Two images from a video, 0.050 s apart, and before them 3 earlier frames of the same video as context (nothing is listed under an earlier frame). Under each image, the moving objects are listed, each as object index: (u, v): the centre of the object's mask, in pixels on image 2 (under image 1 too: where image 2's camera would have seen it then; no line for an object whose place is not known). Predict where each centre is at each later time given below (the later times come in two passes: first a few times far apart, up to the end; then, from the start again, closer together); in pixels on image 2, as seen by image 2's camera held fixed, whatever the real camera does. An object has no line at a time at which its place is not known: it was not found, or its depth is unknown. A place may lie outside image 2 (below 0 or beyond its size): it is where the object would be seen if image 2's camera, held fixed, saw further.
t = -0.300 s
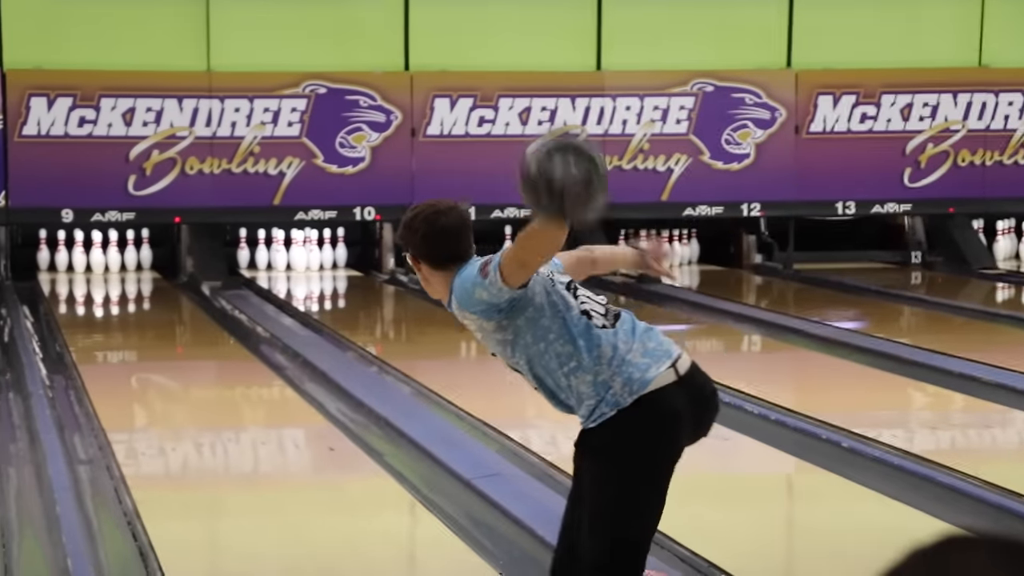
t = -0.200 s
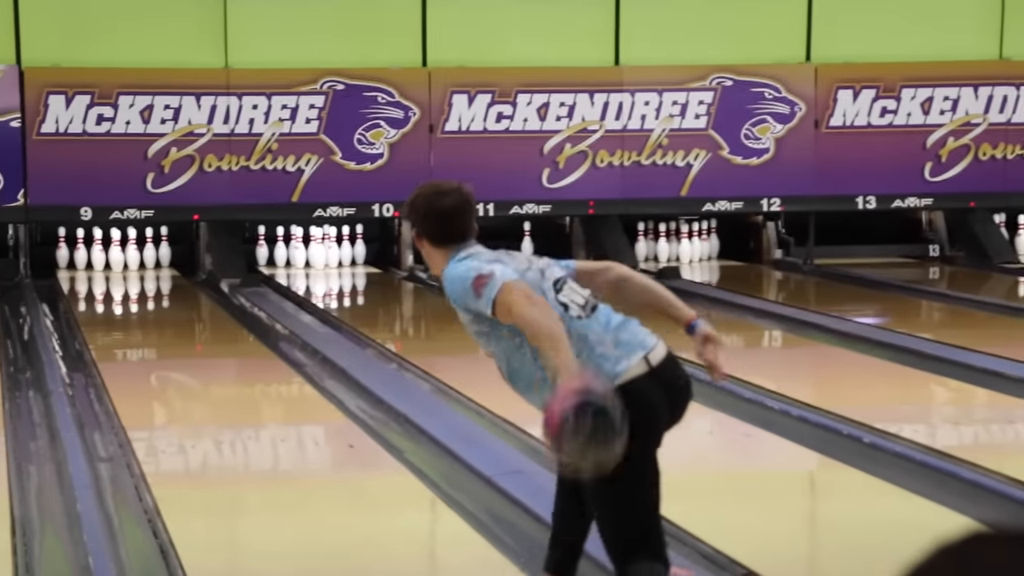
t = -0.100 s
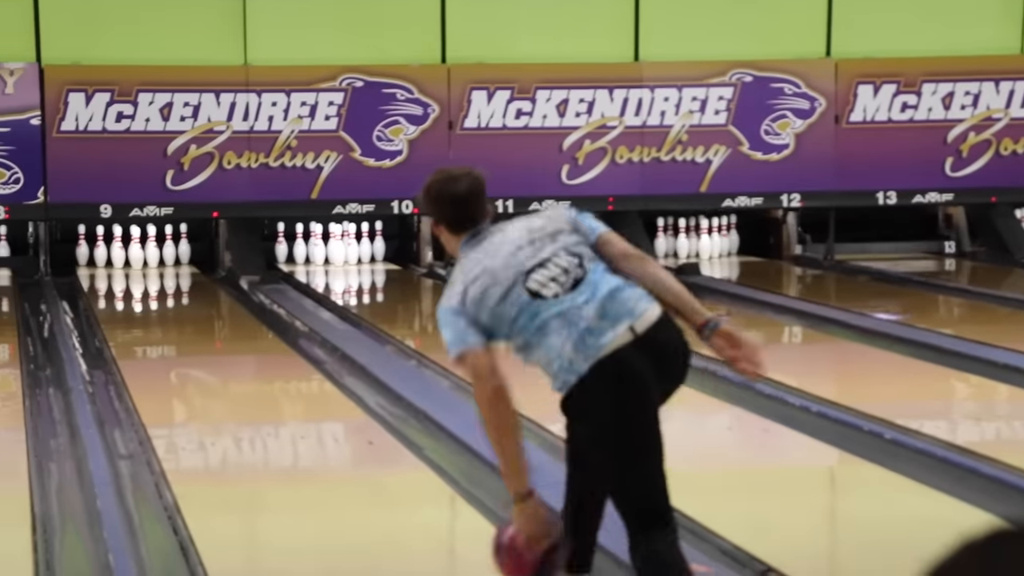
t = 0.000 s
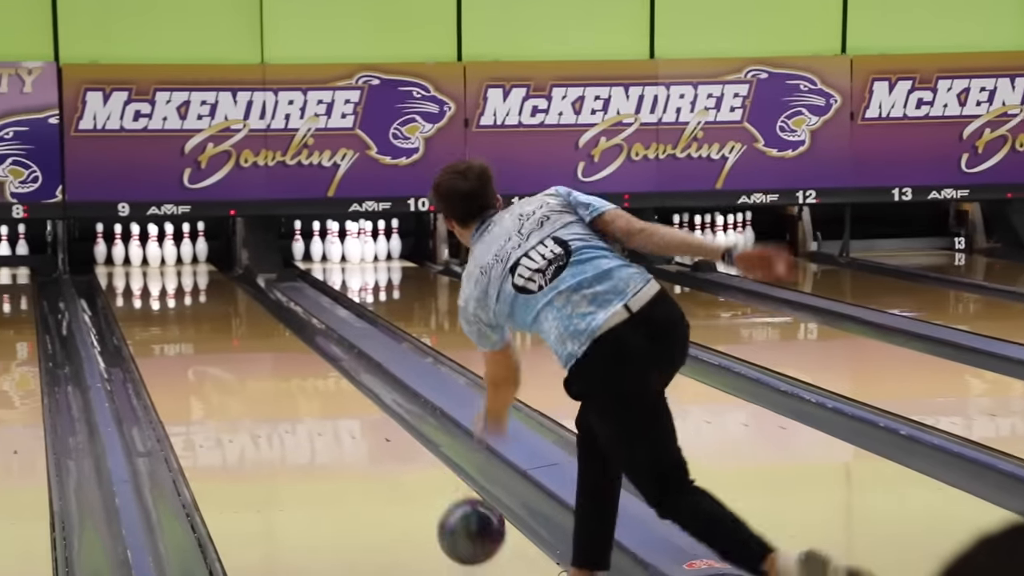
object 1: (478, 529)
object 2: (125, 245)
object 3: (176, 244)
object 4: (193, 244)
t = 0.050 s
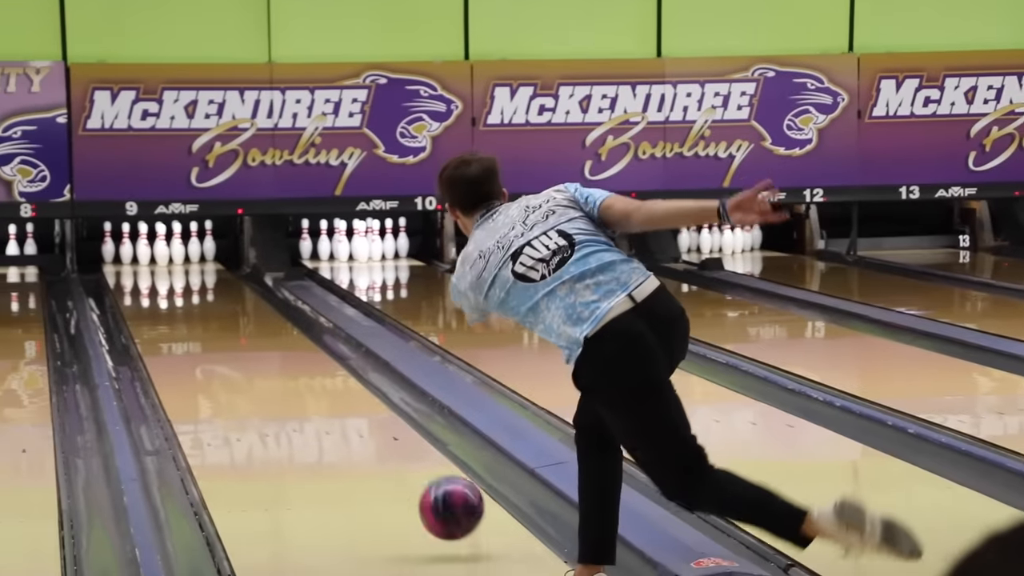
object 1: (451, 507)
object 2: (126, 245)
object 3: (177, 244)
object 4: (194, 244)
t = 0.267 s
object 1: (357, 457)
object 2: (130, 245)
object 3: (181, 244)
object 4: (198, 244)
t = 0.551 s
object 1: (276, 395)
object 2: (133, 244)
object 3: (184, 244)
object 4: (201, 243)
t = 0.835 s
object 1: (221, 352)
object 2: (133, 244)
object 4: (201, 243)
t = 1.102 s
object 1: (184, 322)
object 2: (133, 244)
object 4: (202, 243)
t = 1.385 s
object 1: (158, 296)
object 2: (133, 244)
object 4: (202, 243)
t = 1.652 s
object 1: (149, 279)
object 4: (202, 243)
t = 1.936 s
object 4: (202, 243)
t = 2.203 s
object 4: (202, 243)
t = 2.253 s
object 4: (202, 243)
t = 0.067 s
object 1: (442, 502)
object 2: (126, 244)
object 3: (177, 244)
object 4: (194, 243)
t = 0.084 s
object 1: (434, 497)
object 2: (127, 245)
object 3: (178, 244)
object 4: (194, 243)
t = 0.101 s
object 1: (426, 494)
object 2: (127, 245)
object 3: (178, 244)
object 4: (195, 244)
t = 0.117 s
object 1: (418, 492)
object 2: (128, 244)
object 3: (179, 244)
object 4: (195, 243)
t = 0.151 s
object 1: (403, 489)
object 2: (128, 245)
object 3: (179, 244)
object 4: (196, 244)
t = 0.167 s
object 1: (396, 486)
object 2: (129, 245)
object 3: (179, 244)
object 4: (196, 244)
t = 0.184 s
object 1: (389, 480)
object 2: (129, 244)
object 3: (180, 244)
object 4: (197, 243)
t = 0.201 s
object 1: (382, 475)
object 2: (129, 245)
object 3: (180, 244)
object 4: (197, 244)
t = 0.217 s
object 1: (376, 470)
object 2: (129, 244)
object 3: (181, 244)
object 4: (197, 243)
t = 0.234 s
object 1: (369, 466)
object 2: (130, 244)
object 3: (181, 243)
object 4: (198, 243)
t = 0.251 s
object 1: (363, 462)
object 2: (130, 245)
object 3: (181, 244)
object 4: (198, 243)
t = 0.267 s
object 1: (357, 457)
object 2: (130, 245)
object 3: (181, 244)
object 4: (198, 244)
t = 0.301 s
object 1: (346, 448)
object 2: (131, 244)
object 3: (182, 244)
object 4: (199, 243)
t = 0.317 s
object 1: (340, 444)
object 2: (131, 244)
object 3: (182, 244)
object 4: (199, 244)
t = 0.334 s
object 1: (335, 440)
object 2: (131, 244)
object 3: (182, 244)
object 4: (199, 243)
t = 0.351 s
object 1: (329, 436)
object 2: (131, 244)
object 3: (183, 244)
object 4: (200, 243)
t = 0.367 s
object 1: (324, 432)
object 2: (131, 244)
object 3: (183, 244)
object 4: (200, 243)
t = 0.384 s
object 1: (319, 428)
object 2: (132, 244)
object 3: (183, 244)
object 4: (200, 243)
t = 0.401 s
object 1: (314, 425)
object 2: (132, 244)
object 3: (183, 244)
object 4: (200, 243)
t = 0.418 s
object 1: (310, 421)
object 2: (132, 244)
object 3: (183, 244)
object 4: (200, 243)
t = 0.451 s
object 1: (300, 414)
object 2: (132, 244)
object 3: (183, 243)
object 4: (200, 243)
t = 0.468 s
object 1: (296, 411)
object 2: (132, 244)
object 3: (184, 244)
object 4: (201, 243)
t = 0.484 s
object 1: (292, 408)
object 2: (132, 244)
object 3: (184, 243)
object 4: (201, 243)
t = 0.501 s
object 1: (287, 405)
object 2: (132, 244)
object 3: (184, 244)
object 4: (201, 243)
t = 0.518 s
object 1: (284, 401)
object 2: (133, 244)
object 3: (184, 244)
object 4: (201, 243)
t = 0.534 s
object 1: (280, 399)
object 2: (132, 244)
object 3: (184, 244)
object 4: (201, 243)
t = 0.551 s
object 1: (276, 395)
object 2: (133, 244)
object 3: (184, 244)
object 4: (201, 243)
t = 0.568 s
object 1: (272, 392)
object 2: (133, 244)
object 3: (184, 243)
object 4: (201, 243)
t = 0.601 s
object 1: (264, 387)
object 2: (133, 244)
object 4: (201, 243)
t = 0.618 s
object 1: (261, 384)
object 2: (133, 244)
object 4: (201, 243)
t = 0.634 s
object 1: (257, 382)
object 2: (133, 244)
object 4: (201, 243)
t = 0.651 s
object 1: (254, 379)
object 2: (133, 244)
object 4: (201, 243)
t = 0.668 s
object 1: (250, 376)
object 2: (133, 244)
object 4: (201, 243)
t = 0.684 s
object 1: (247, 373)
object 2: (133, 244)
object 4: (201, 243)
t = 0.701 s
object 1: (244, 371)
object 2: (133, 244)
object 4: (201, 243)
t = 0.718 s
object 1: (241, 368)
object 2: (133, 244)
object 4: (201, 243)
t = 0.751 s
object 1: (234, 363)
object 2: (133, 244)
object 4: (201, 243)
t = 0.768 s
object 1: (232, 361)
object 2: (133, 244)
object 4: (201, 242)
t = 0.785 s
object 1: (229, 359)
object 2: (133, 243)
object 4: (202, 243)
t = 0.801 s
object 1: (226, 357)
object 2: (133, 244)
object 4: (202, 243)
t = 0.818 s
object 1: (223, 354)
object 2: (133, 244)
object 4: (202, 243)
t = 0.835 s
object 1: (221, 352)
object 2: (133, 244)
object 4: (201, 243)
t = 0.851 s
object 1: (217, 350)
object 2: (133, 244)
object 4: (202, 243)
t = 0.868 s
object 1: (215, 348)
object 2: (133, 244)
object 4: (202, 243)
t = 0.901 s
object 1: (210, 344)
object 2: (133, 244)
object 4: (202, 243)
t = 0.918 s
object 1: (207, 342)
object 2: (133, 244)
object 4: (202, 243)
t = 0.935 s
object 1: (205, 339)
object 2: (133, 244)
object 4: (201, 243)
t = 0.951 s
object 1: (203, 338)
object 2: (133, 244)
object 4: (201, 243)
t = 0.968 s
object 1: (201, 336)
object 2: (133, 244)
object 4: (201, 243)
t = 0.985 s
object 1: (198, 334)
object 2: (133, 244)
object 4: (201, 243)
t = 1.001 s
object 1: (196, 332)
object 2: (133, 244)
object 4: (202, 243)
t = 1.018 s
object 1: (194, 331)
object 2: (133, 244)
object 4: (201, 243)
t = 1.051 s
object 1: (190, 327)
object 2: (133, 244)
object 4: (202, 243)
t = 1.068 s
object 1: (187, 325)
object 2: (133, 244)
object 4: (202, 243)
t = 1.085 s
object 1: (185, 324)
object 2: (133, 244)
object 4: (202, 243)
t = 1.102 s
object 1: (184, 322)
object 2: (133, 244)
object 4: (202, 243)
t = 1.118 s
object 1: (182, 320)
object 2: (133, 244)
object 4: (202, 243)
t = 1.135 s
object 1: (180, 319)
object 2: (133, 244)
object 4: (202, 243)
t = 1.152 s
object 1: (178, 317)
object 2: (133, 244)
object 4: (202, 243)
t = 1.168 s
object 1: (176, 316)
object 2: (133, 244)
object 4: (202, 243)
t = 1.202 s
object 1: (174, 313)
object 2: (133, 244)
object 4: (202, 243)
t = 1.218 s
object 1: (172, 311)
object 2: (133, 244)
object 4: (202, 243)
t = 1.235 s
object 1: (170, 310)
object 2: (133, 244)
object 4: (202, 243)
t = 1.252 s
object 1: (168, 308)
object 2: (133, 244)
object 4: (202, 243)
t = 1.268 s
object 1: (166, 306)
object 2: (133, 244)
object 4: (202, 243)
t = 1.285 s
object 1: (165, 305)
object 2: (133, 244)
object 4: (202, 243)
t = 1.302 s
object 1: (165, 304)
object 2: (133, 244)
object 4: (202, 243)
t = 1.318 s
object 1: (164, 303)
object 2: (133, 244)
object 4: (202, 243)
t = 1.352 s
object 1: (160, 299)
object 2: (133, 244)
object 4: (202, 243)
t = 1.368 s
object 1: (159, 298)
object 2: (133, 244)
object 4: (202, 243)
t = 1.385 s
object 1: (158, 296)
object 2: (133, 244)
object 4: (202, 243)
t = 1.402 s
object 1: (157, 295)
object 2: (133, 244)
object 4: (202, 243)
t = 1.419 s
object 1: (155, 294)
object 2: (133, 244)
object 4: (202, 243)
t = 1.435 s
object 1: (155, 293)
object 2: (133, 244)
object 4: (202, 243)
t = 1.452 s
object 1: (153, 292)
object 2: (133, 244)
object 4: (202, 243)
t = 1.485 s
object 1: (153, 289)
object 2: (133, 244)
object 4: (202, 243)
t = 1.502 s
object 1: (152, 288)
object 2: (133, 244)
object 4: (202, 243)
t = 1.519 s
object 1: (151, 287)
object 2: (133, 244)
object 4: (202, 243)
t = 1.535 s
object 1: (151, 286)
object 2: (133, 244)
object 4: (202, 243)
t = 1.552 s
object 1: (150, 285)
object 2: (133, 244)
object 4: (202, 243)
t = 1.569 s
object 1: (150, 283)
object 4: (202, 243)
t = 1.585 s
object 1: (150, 282)
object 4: (202, 243)
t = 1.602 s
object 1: (149, 281)
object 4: (202, 243)
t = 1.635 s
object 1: (149, 280)
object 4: (202, 243)
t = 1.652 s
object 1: (149, 279)
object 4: (202, 243)
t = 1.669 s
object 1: (149, 277)
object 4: (202, 243)
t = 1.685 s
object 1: (149, 276)
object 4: (202, 243)
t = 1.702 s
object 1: (149, 275)
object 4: (202, 243)
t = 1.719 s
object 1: (149, 274)
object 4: (202, 243)
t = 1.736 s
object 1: (150, 273)
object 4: (202, 243)
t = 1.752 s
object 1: (150, 272)
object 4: (202, 243)
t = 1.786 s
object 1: (151, 271)
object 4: (202, 243)
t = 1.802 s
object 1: (151, 269)
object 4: (202, 243)
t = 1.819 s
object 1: (151, 269)
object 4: (202, 243)
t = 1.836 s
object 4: (202, 243)
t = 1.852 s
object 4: (202, 243)
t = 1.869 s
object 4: (202, 243)
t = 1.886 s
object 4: (202, 243)
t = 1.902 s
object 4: (202, 243)
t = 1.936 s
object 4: (202, 243)
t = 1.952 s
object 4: (202, 243)
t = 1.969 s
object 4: (202, 243)
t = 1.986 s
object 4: (202, 243)
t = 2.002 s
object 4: (202, 243)
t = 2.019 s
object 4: (202, 243)
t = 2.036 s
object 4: (202, 243)
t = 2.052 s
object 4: (202, 243)
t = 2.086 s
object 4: (202, 243)
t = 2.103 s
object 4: (203, 242)
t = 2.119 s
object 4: (204, 241)
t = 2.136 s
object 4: (201, 242)
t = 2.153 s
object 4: (201, 243)
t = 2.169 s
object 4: (202, 243)
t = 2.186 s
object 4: (202, 243)
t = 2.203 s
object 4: (202, 243)
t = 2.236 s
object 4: (202, 243)
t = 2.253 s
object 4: (202, 243)
